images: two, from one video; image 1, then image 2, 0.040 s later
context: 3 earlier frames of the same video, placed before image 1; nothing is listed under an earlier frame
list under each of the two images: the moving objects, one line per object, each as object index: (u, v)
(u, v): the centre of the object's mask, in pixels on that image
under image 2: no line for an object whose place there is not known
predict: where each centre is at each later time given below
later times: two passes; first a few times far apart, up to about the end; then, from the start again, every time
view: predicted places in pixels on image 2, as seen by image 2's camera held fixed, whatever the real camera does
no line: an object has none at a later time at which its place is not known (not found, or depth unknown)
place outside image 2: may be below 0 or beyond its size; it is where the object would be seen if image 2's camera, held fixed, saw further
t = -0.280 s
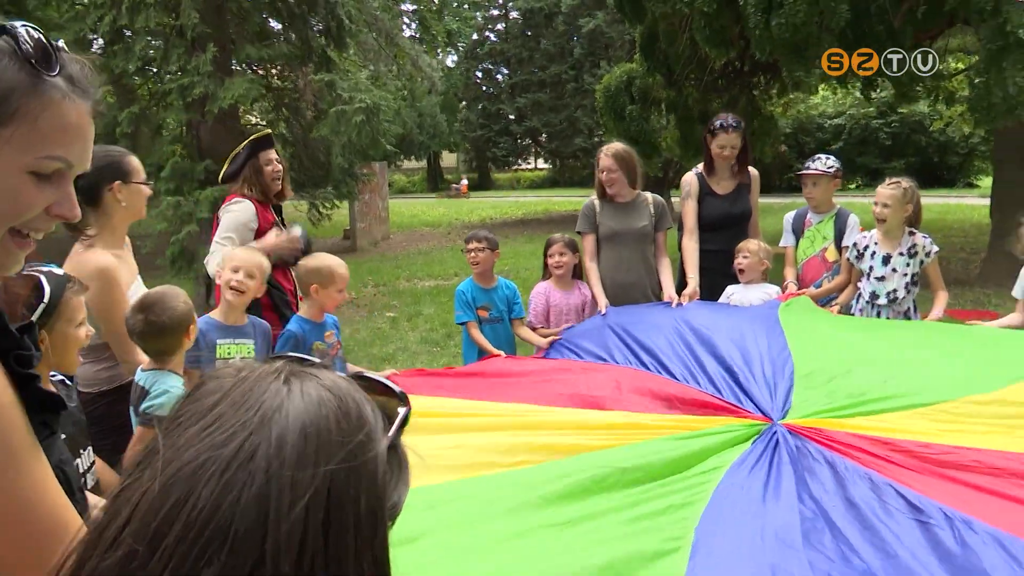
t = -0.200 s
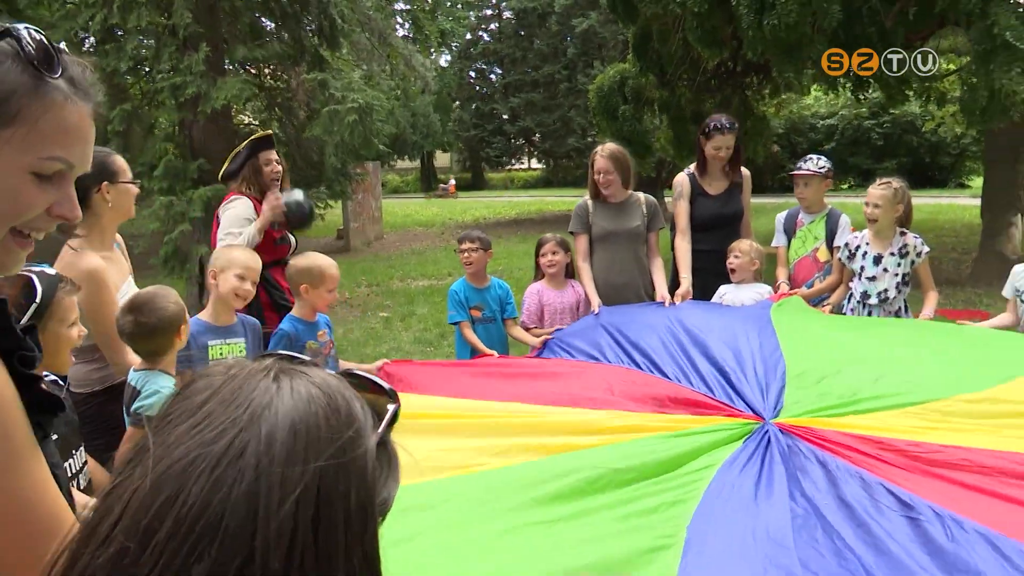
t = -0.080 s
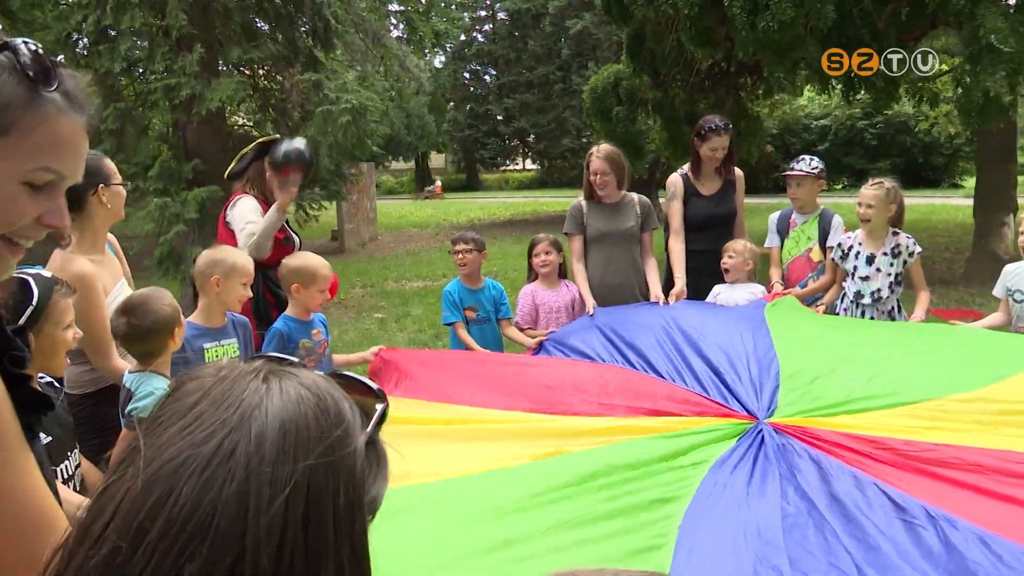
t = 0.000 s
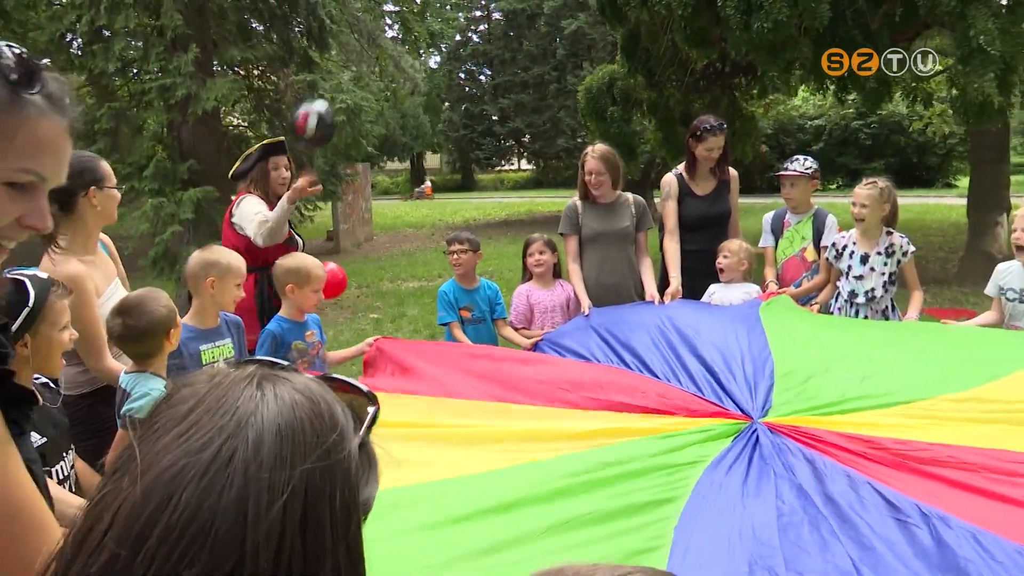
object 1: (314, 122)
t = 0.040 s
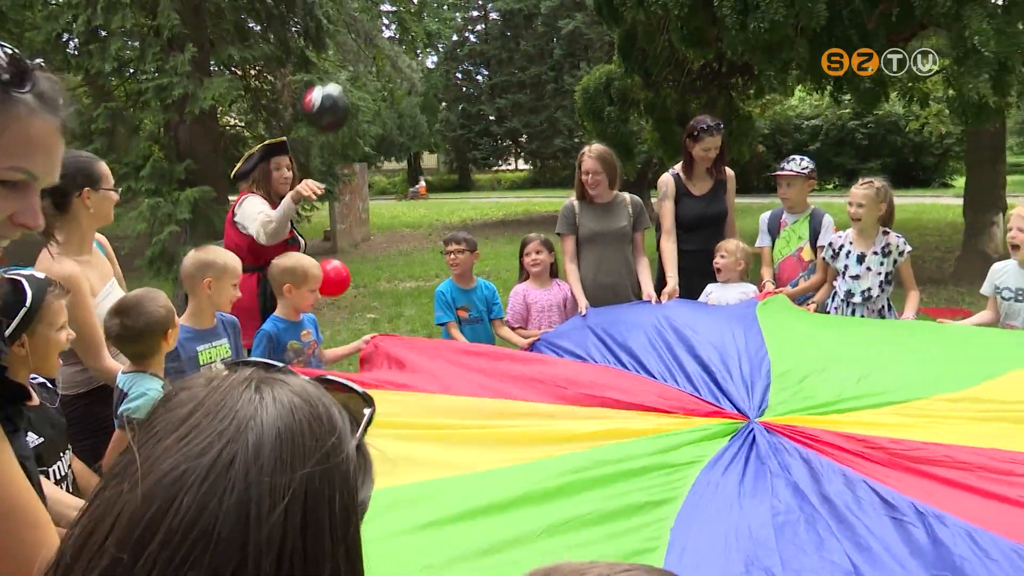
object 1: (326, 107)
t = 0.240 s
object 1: (415, 87)
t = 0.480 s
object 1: (575, 218)
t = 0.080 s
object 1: (341, 95)
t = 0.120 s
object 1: (358, 86)
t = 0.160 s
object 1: (375, 82)
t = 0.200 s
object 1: (395, 81)
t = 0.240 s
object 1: (415, 87)
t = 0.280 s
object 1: (437, 96)
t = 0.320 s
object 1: (463, 110)
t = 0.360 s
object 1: (489, 129)
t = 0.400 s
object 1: (518, 154)
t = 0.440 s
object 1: (544, 180)
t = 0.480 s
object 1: (575, 218)
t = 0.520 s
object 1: (610, 267)
